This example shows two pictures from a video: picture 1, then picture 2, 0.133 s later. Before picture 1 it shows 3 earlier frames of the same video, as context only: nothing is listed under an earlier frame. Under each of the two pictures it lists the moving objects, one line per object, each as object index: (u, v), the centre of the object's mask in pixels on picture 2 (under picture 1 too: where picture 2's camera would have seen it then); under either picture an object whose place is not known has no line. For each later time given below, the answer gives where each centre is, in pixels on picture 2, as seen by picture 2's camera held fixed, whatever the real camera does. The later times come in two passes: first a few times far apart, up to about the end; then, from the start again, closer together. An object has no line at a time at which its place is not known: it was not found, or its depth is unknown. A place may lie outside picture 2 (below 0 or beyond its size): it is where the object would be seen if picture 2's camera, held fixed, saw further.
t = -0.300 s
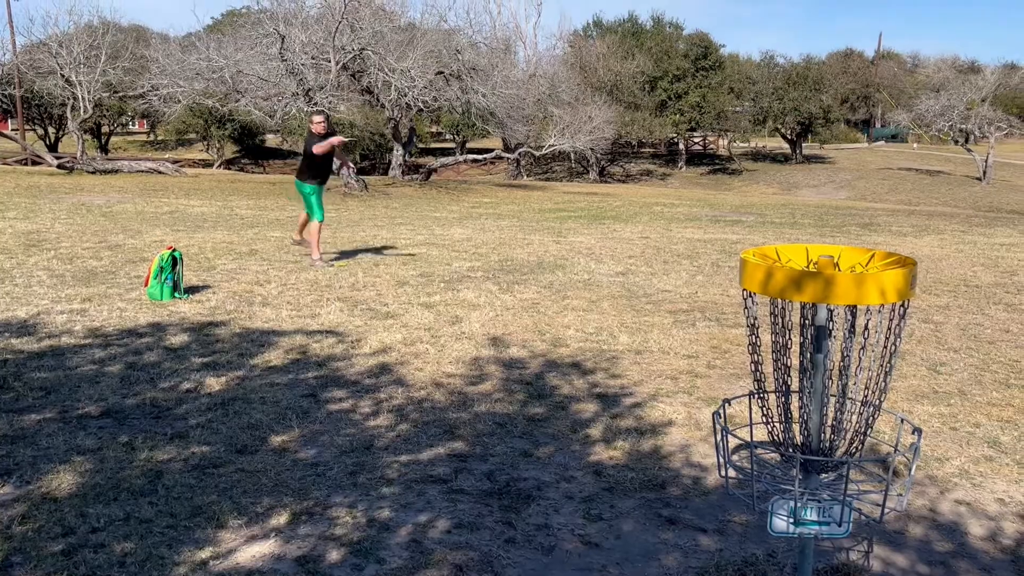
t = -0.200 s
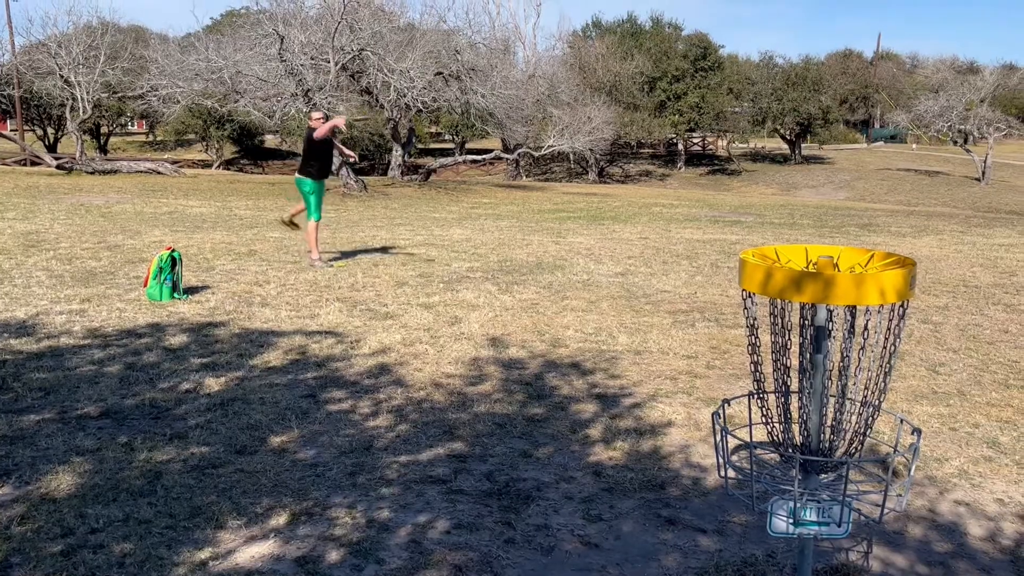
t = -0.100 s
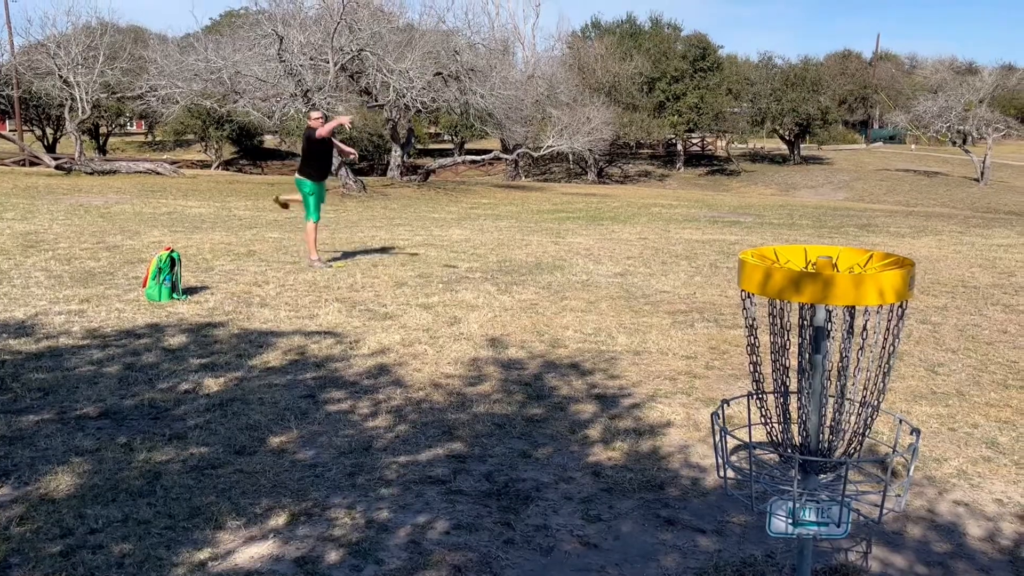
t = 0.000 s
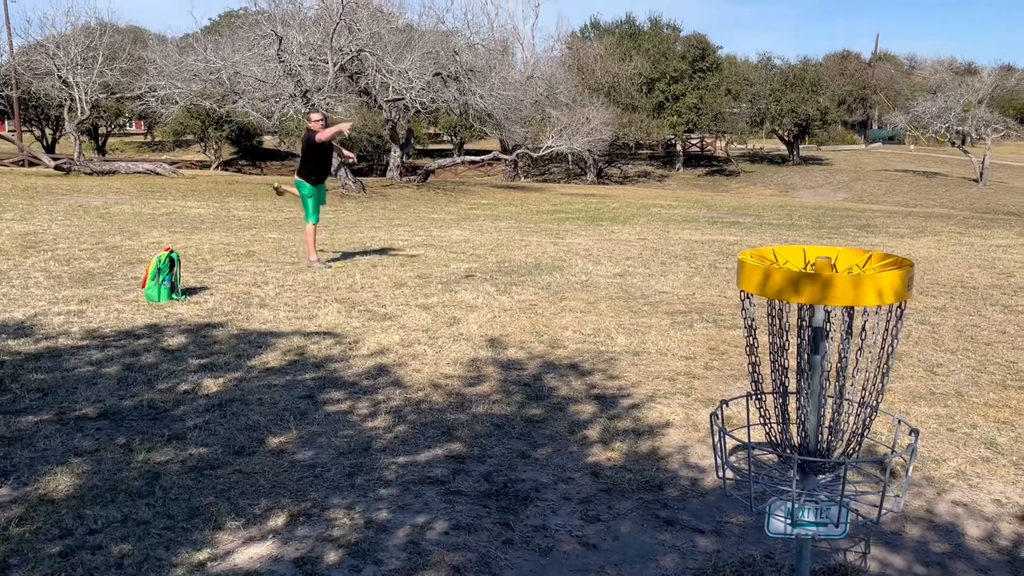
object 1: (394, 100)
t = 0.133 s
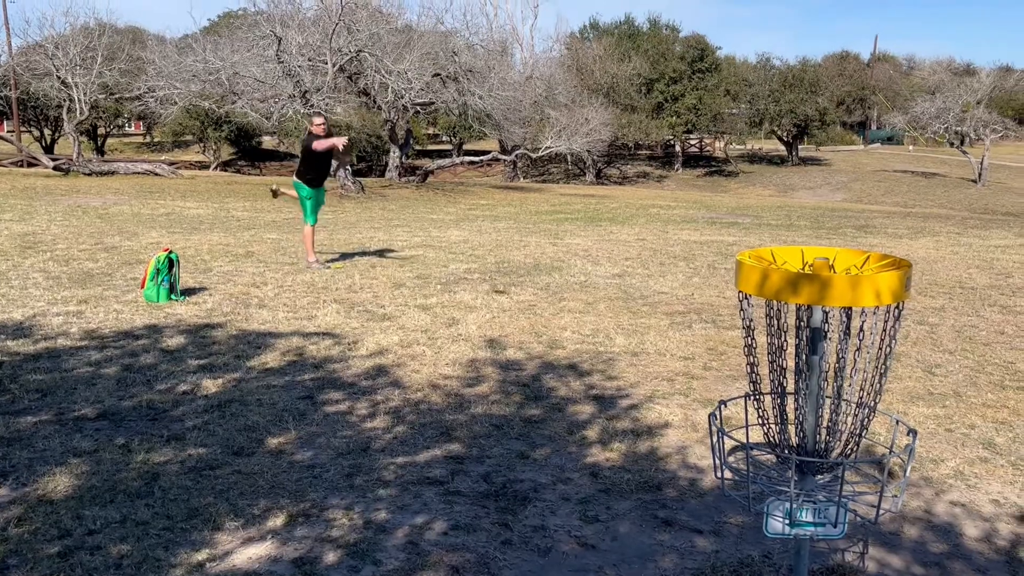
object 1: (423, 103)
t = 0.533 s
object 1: (590, 215)
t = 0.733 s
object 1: (765, 363)
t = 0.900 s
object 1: (787, 400)
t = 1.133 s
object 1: (772, 442)
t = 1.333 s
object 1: (768, 450)
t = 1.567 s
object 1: (768, 461)
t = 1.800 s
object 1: (768, 464)
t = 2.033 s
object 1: (767, 464)
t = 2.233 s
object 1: (768, 464)
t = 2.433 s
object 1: (767, 464)
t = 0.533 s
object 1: (590, 215)
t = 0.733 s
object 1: (765, 363)
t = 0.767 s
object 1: (776, 375)
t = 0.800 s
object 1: (781, 381)
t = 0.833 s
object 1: (782, 387)
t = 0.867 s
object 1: (785, 391)
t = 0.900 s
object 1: (787, 400)
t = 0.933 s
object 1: (788, 411)
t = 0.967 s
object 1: (787, 419)
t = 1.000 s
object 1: (784, 424)
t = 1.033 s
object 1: (780, 427)
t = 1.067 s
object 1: (778, 430)
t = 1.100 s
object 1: (776, 435)
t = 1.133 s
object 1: (772, 442)
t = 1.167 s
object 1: (769, 450)
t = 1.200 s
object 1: (767, 458)
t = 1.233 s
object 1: (770, 459)
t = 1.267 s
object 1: (771, 455)
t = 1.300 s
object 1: (768, 451)
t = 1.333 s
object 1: (768, 450)
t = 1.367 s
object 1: (768, 451)
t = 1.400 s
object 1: (769, 455)
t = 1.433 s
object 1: (769, 459)
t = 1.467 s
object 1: (767, 460)
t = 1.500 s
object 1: (768, 460)
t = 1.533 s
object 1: (768, 460)
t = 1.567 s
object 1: (768, 461)
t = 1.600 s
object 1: (768, 463)
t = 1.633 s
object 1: (768, 463)
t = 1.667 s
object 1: (768, 464)
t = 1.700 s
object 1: (768, 464)
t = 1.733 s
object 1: (768, 464)
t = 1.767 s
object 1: (768, 464)
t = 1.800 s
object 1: (768, 464)
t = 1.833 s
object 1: (768, 464)
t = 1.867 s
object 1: (768, 464)
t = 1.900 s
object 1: (768, 464)
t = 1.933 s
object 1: (767, 464)
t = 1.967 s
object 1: (768, 464)
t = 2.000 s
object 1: (767, 464)
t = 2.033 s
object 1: (767, 464)
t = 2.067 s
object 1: (767, 464)
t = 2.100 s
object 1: (767, 464)
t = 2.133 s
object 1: (767, 464)
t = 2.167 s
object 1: (767, 464)
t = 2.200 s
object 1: (768, 464)
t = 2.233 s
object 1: (768, 464)
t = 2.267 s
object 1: (768, 464)
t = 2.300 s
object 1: (768, 464)
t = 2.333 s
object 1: (767, 464)
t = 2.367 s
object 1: (767, 464)
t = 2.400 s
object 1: (768, 464)
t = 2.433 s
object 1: (767, 464)
